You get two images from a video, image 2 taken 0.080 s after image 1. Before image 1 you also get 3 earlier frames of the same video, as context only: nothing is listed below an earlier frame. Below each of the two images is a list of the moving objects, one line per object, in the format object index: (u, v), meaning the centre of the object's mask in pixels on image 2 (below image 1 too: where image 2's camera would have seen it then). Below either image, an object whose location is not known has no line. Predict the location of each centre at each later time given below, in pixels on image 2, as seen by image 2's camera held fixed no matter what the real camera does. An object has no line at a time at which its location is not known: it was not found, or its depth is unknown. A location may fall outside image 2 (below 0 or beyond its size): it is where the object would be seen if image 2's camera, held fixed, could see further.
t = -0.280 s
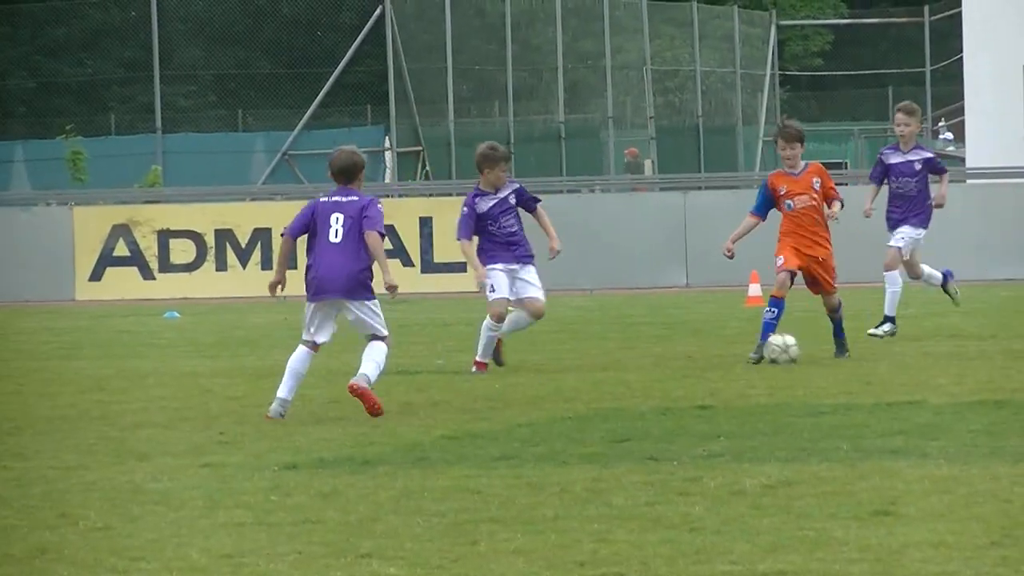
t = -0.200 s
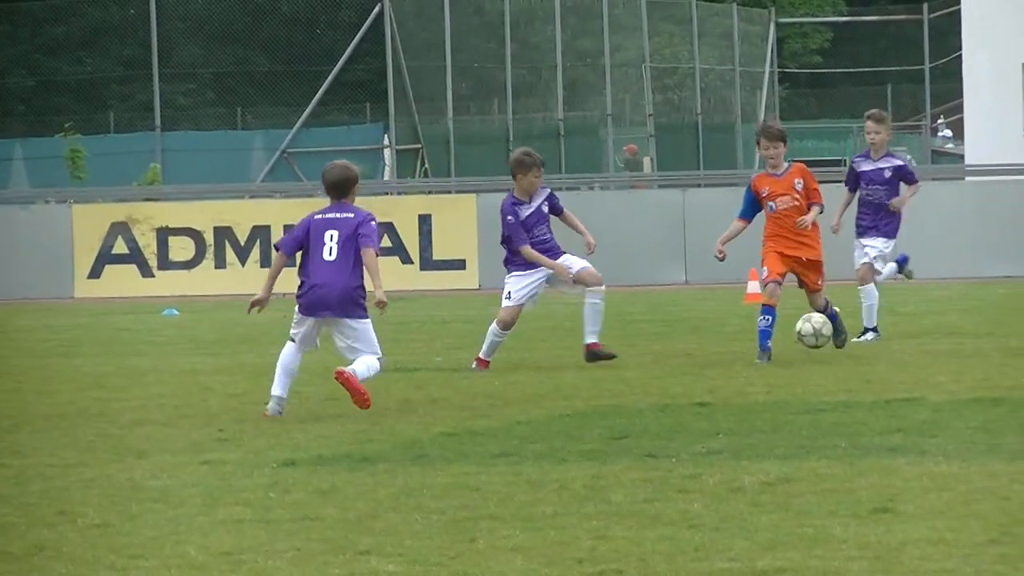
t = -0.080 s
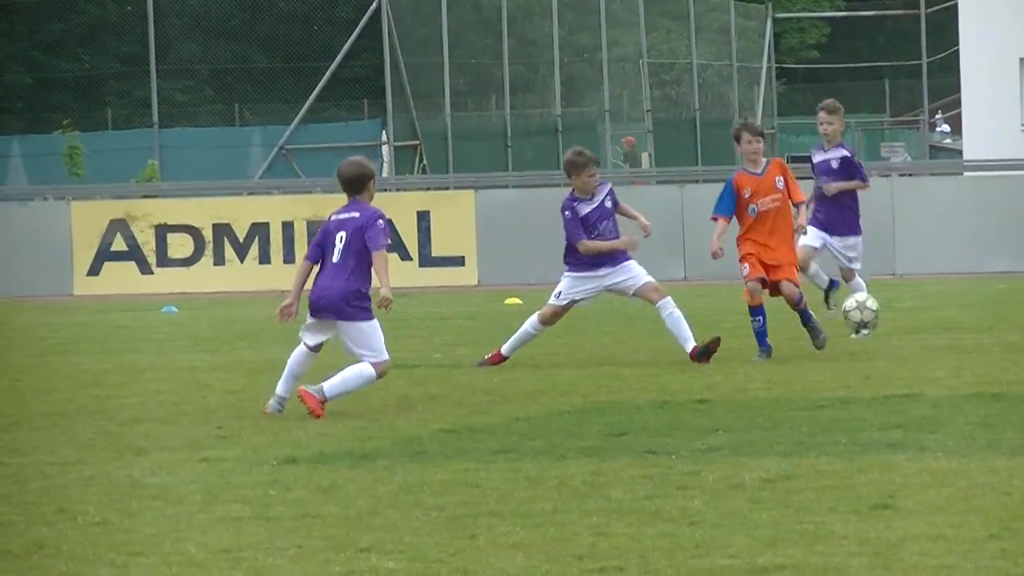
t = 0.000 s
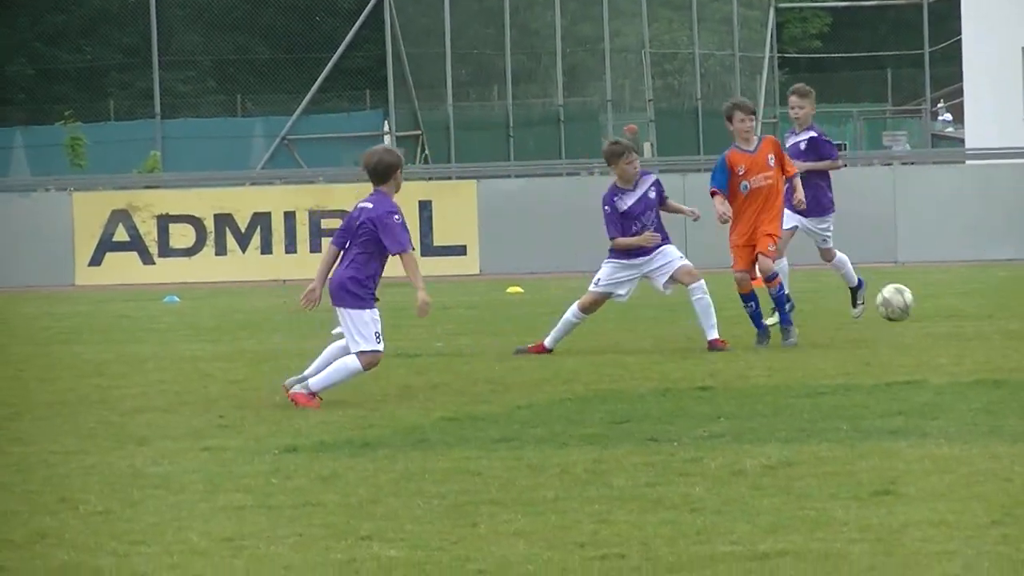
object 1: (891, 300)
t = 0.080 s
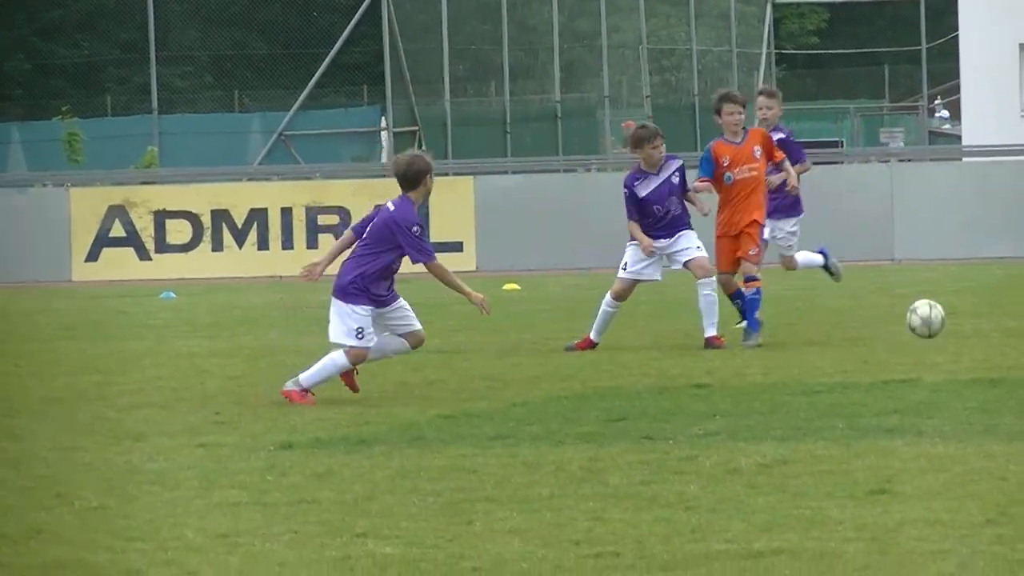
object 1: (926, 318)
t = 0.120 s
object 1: (943, 332)
